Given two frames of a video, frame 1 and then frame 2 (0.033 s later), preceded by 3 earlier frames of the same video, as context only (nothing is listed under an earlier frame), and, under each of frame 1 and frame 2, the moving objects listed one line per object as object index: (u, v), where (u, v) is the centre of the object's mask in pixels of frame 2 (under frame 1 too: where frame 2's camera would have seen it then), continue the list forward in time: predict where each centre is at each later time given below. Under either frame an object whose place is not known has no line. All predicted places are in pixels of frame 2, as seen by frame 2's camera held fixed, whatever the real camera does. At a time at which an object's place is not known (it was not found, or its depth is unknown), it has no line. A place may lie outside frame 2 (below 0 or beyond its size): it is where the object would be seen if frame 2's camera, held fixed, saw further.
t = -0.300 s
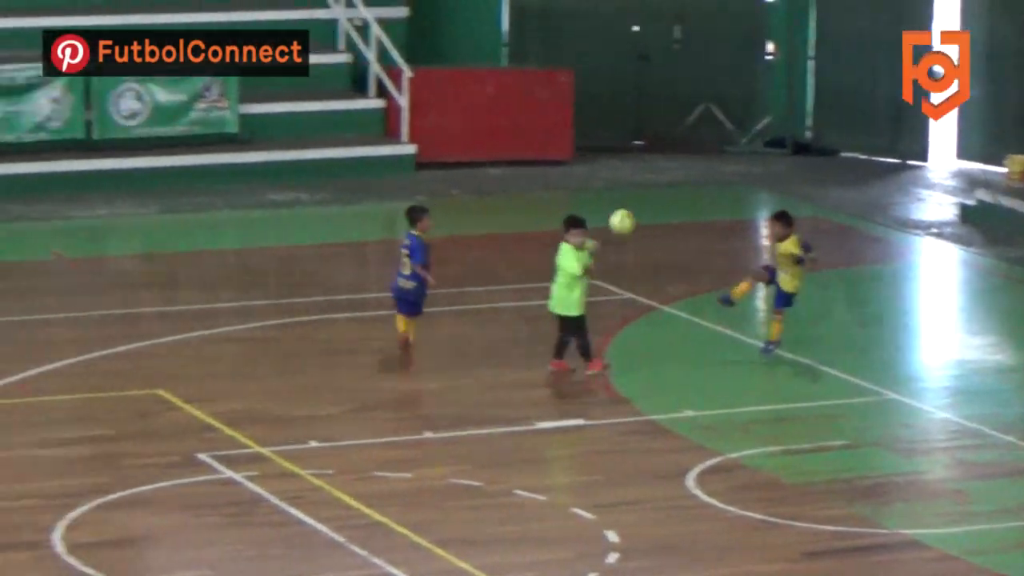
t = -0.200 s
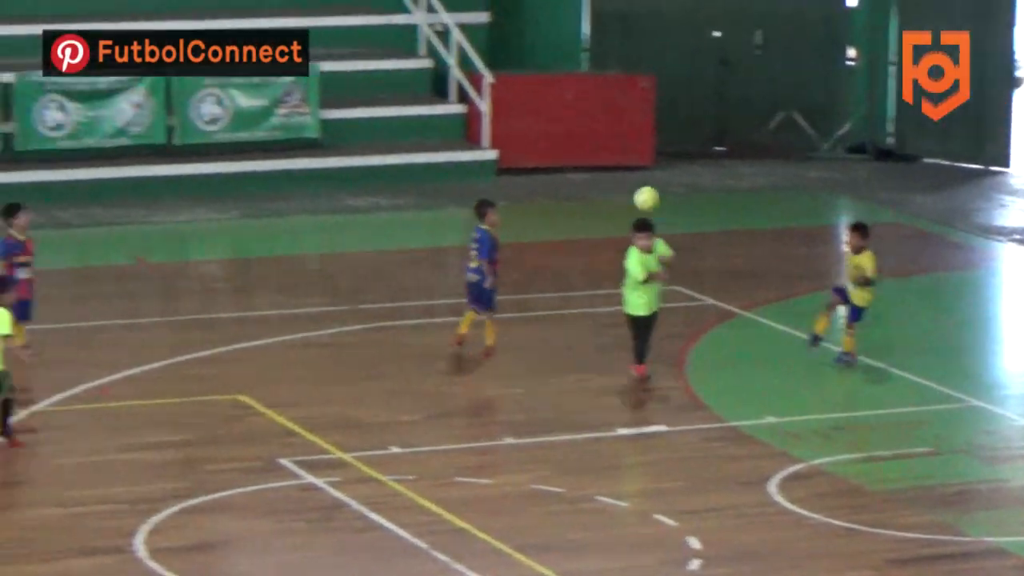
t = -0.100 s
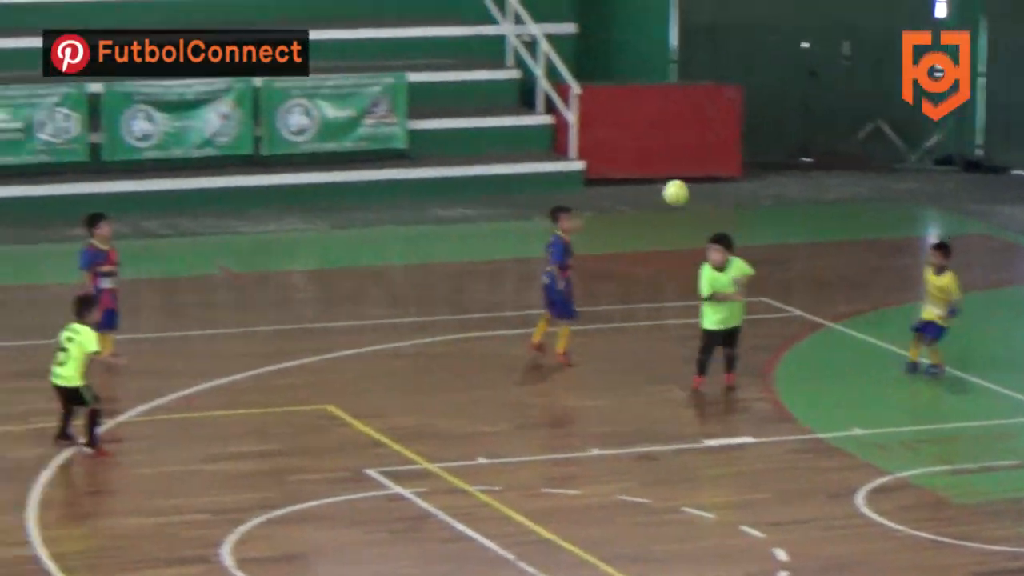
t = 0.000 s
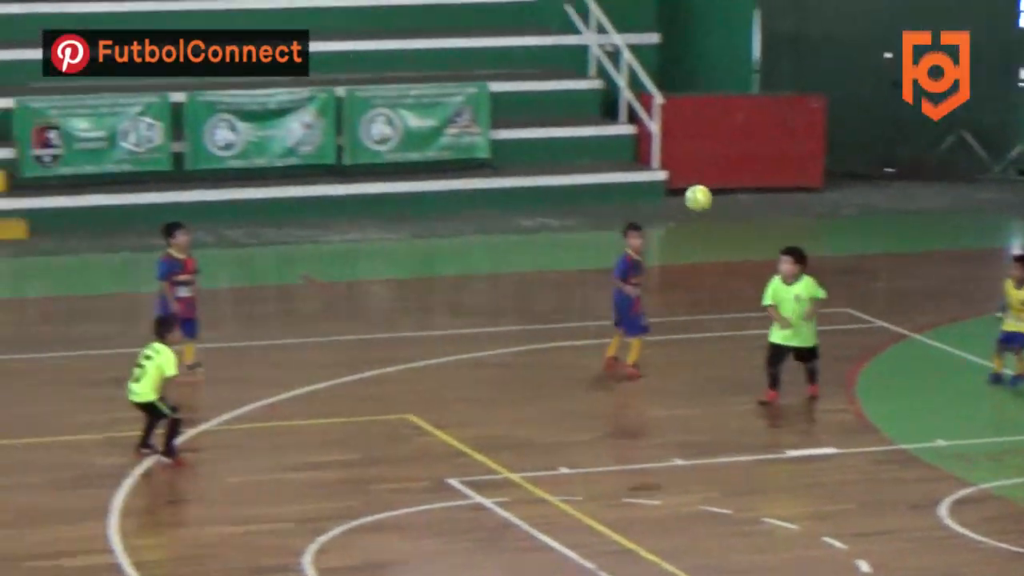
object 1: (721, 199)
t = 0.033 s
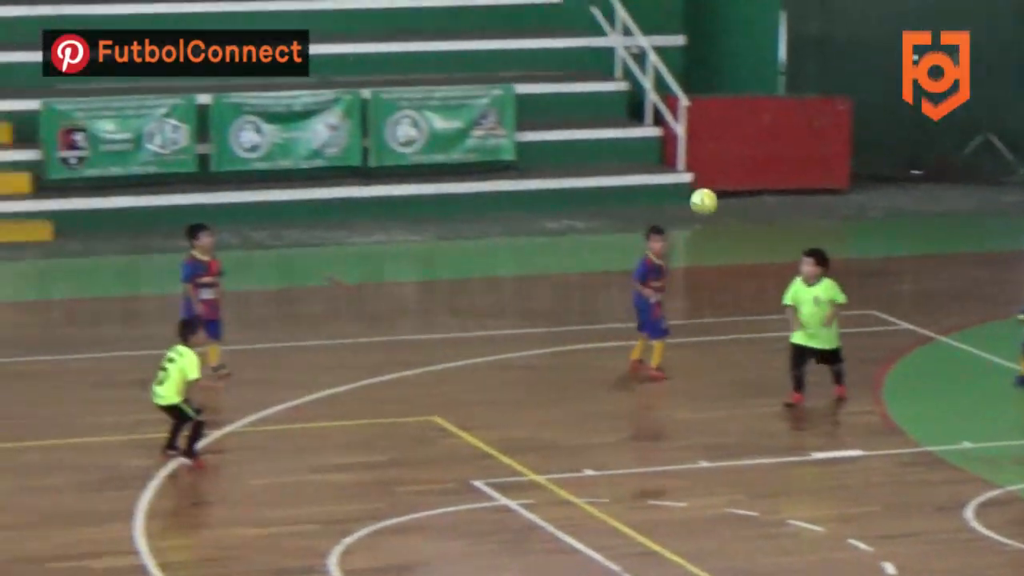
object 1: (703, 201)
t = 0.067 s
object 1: (685, 204)
